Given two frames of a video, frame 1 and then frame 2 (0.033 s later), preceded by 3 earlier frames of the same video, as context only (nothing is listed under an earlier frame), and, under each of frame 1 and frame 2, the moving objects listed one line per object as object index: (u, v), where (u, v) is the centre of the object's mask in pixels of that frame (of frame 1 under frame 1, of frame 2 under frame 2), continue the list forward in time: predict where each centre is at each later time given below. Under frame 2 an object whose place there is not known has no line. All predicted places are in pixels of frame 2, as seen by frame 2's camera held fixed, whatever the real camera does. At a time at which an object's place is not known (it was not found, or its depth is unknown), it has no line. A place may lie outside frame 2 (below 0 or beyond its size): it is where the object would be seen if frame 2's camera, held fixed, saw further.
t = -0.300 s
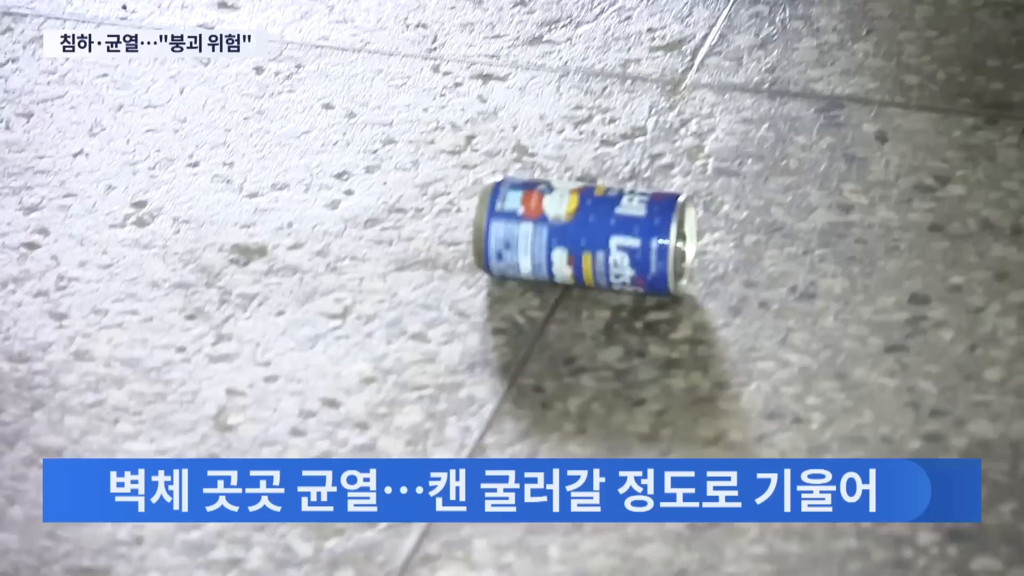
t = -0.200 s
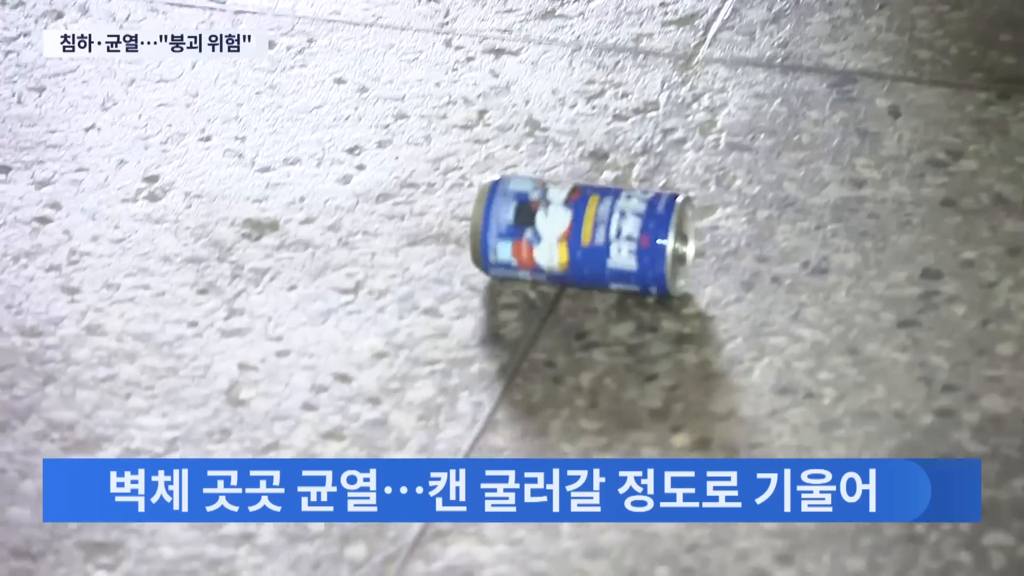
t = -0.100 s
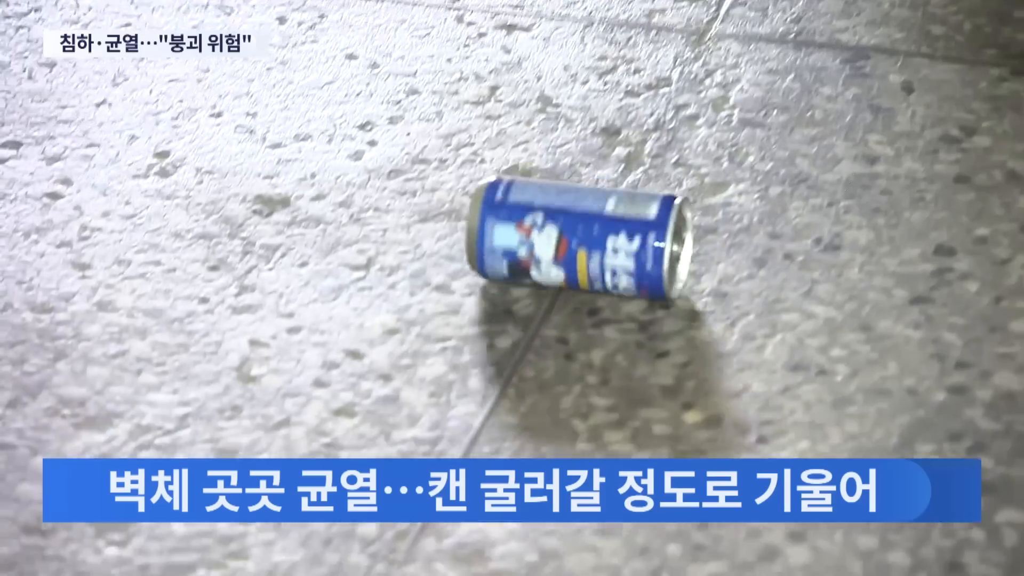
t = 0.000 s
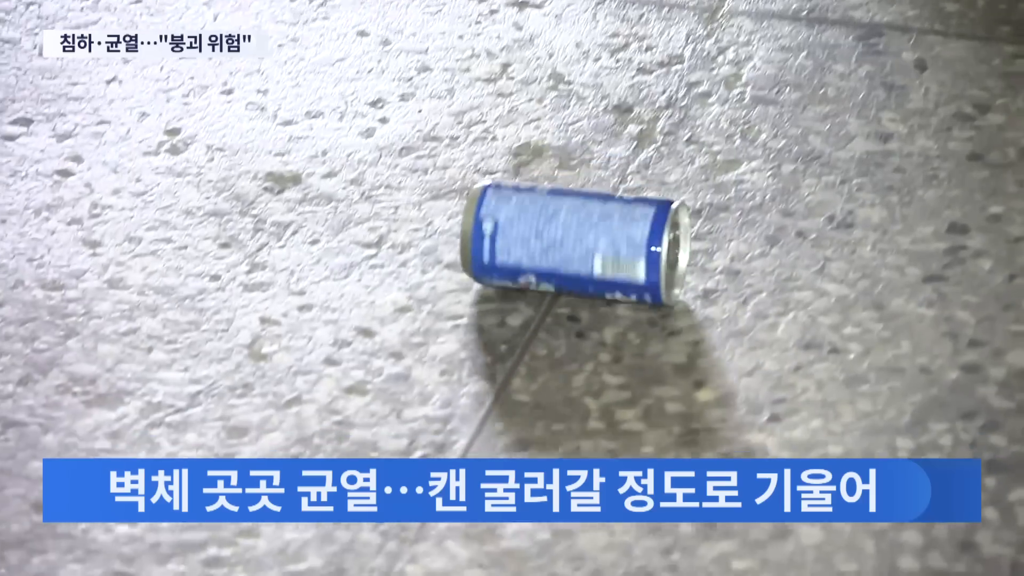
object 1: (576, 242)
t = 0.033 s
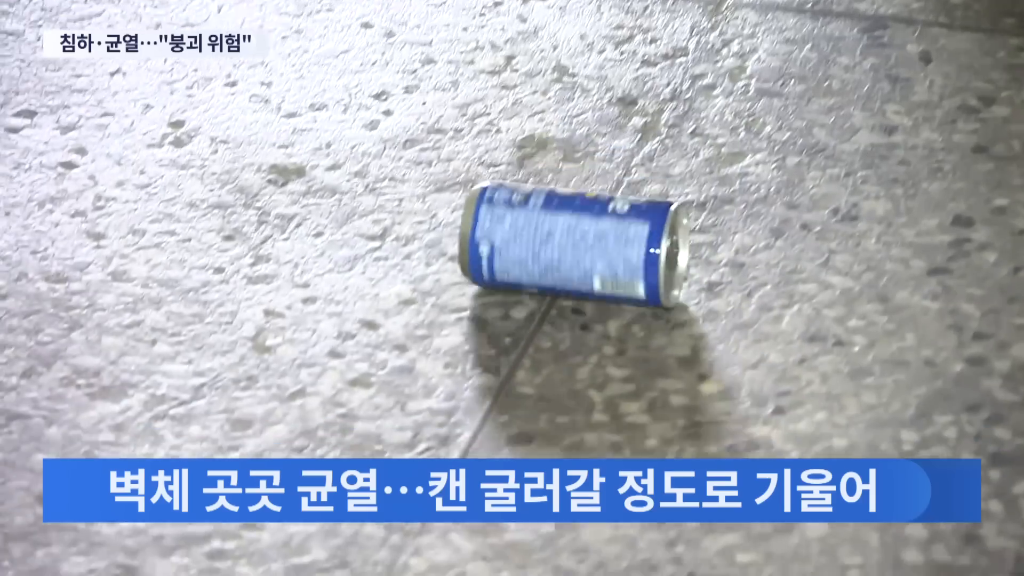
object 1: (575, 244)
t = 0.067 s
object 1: (569, 253)
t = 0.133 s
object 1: (557, 273)
